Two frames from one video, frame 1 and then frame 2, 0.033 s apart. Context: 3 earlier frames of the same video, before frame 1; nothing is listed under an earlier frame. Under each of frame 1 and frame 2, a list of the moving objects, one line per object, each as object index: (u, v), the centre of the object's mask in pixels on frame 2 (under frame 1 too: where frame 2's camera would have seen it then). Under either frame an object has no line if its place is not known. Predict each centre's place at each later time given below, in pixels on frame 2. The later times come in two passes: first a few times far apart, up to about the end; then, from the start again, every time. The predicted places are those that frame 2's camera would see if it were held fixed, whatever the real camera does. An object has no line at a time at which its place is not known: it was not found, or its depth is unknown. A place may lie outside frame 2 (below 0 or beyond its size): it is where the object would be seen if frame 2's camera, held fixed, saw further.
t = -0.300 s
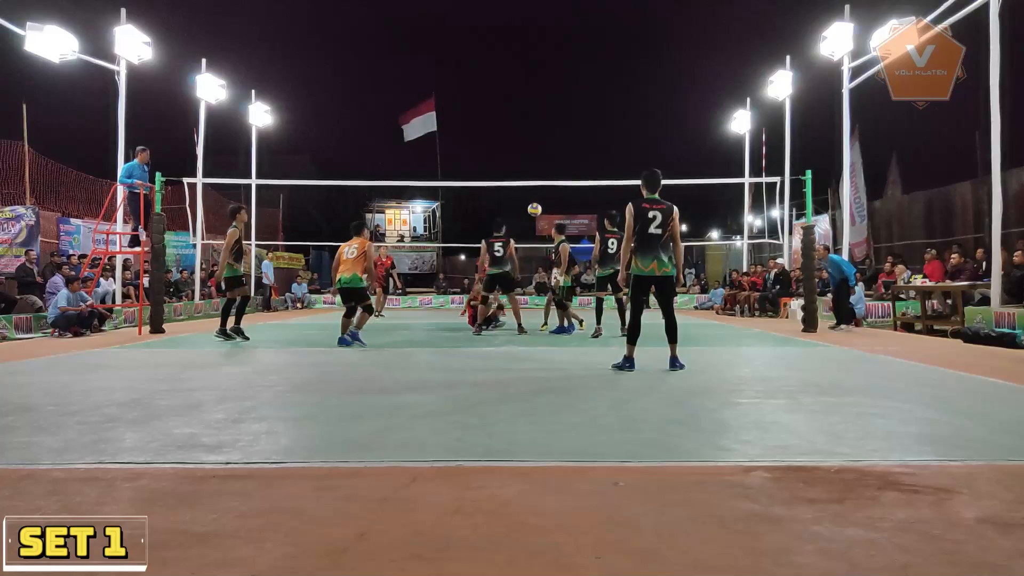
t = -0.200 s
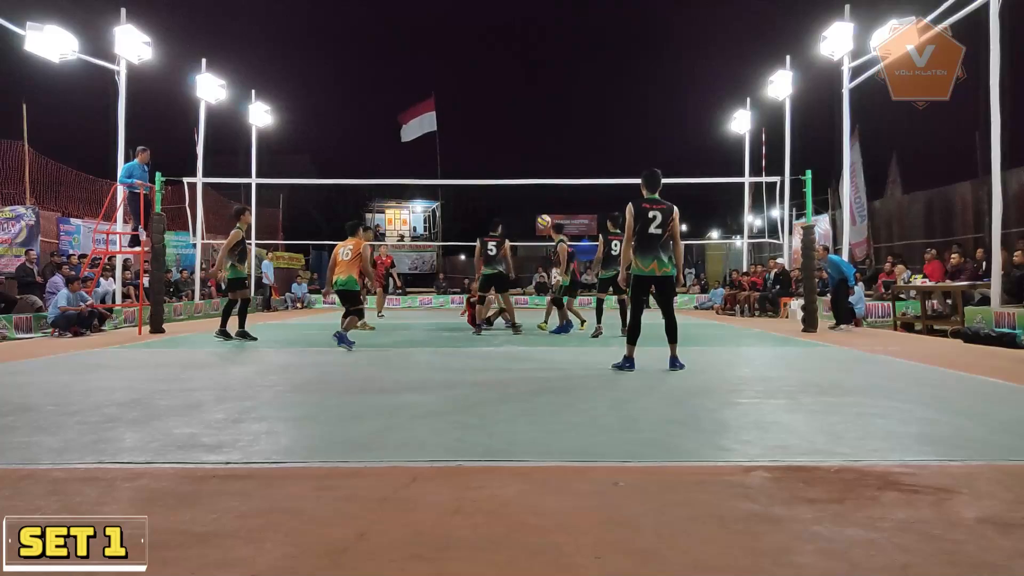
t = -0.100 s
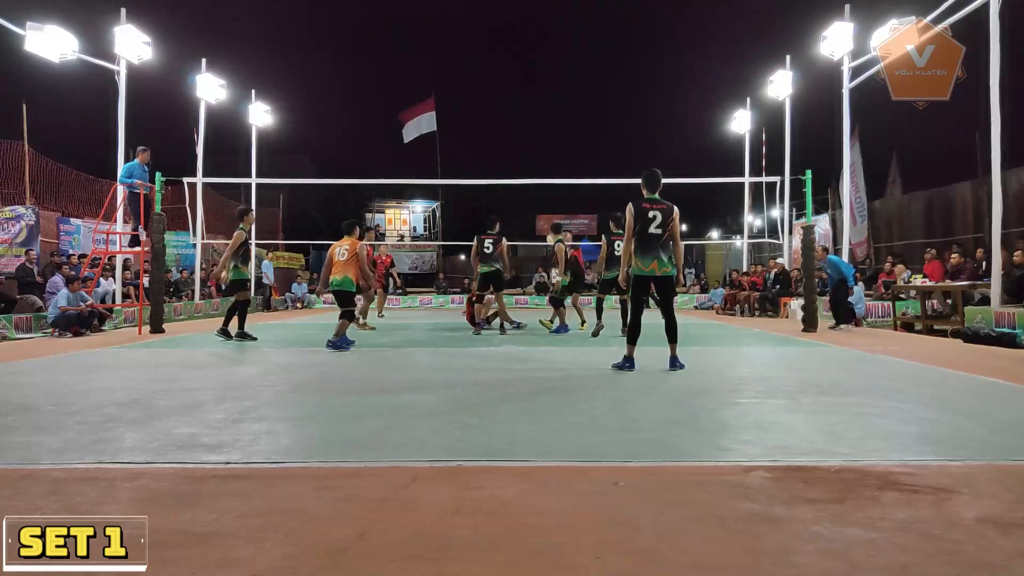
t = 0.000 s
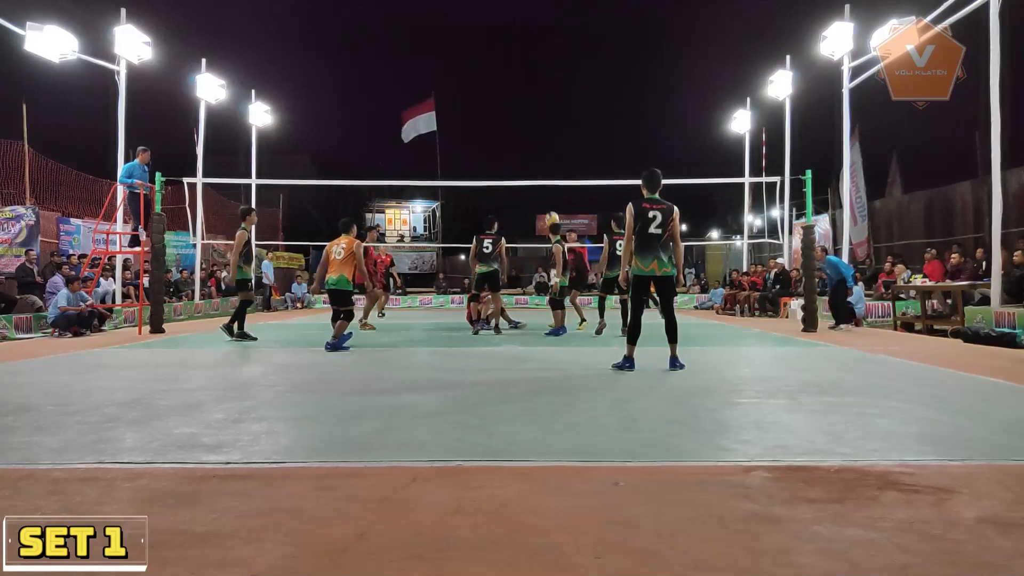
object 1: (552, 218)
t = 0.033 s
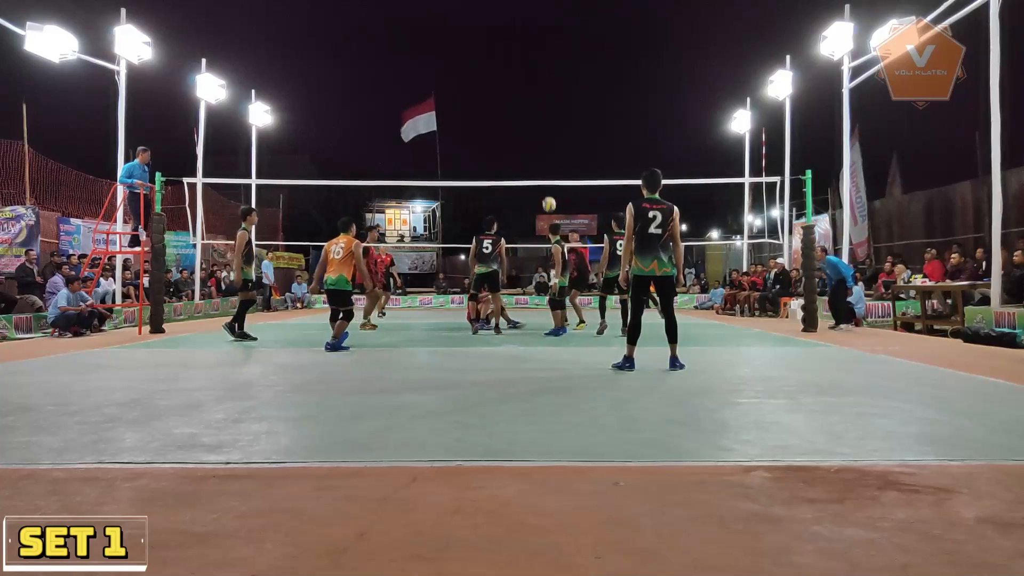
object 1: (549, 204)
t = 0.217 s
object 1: (532, 134)
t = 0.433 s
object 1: (514, 80)
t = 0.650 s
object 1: (495, 53)
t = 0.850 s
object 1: (479, 54)
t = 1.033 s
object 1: (464, 74)
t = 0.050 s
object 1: (547, 197)
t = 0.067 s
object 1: (546, 191)
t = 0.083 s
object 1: (545, 183)
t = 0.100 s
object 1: (543, 175)
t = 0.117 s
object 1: (542, 170)
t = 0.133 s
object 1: (540, 163)
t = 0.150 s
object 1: (538, 157)
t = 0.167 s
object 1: (537, 151)
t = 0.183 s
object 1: (535, 145)
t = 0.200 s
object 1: (534, 140)
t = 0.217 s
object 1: (532, 134)
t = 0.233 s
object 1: (531, 129)
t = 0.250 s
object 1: (530, 124)
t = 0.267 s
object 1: (528, 119)
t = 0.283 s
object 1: (526, 114)
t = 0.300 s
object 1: (525, 110)
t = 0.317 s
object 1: (524, 106)
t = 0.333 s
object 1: (522, 101)
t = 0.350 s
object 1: (521, 97)
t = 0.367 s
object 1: (519, 93)
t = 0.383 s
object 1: (518, 90)
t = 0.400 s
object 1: (516, 86)
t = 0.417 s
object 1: (515, 83)
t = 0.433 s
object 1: (514, 80)
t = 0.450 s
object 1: (512, 77)
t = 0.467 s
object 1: (511, 74)
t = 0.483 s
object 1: (509, 71)
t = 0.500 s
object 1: (508, 69)
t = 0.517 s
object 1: (506, 66)
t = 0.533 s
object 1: (505, 64)
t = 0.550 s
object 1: (504, 62)
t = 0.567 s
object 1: (502, 60)
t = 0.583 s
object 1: (501, 59)
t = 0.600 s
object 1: (499, 57)
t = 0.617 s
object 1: (498, 56)
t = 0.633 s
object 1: (497, 54)
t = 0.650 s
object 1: (495, 53)
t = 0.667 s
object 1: (494, 52)
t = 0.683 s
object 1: (492, 52)
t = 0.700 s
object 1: (491, 51)
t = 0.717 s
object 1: (490, 51)
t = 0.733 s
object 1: (488, 51)
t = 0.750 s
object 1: (487, 51)
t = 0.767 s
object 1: (486, 51)
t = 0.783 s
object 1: (485, 51)
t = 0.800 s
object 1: (483, 51)
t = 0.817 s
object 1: (482, 52)
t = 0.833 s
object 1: (480, 53)
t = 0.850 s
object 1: (479, 54)
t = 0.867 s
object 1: (478, 55)
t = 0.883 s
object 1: (476, 56)
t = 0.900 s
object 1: (475, 57)
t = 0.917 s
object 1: (474, 59)
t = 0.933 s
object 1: (472, 60)
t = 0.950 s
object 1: (471, 62)
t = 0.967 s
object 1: (470, 64)
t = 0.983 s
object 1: (468, 66)
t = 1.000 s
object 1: (467, 69)
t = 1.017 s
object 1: (466, 71)
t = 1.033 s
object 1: (464, 74)
